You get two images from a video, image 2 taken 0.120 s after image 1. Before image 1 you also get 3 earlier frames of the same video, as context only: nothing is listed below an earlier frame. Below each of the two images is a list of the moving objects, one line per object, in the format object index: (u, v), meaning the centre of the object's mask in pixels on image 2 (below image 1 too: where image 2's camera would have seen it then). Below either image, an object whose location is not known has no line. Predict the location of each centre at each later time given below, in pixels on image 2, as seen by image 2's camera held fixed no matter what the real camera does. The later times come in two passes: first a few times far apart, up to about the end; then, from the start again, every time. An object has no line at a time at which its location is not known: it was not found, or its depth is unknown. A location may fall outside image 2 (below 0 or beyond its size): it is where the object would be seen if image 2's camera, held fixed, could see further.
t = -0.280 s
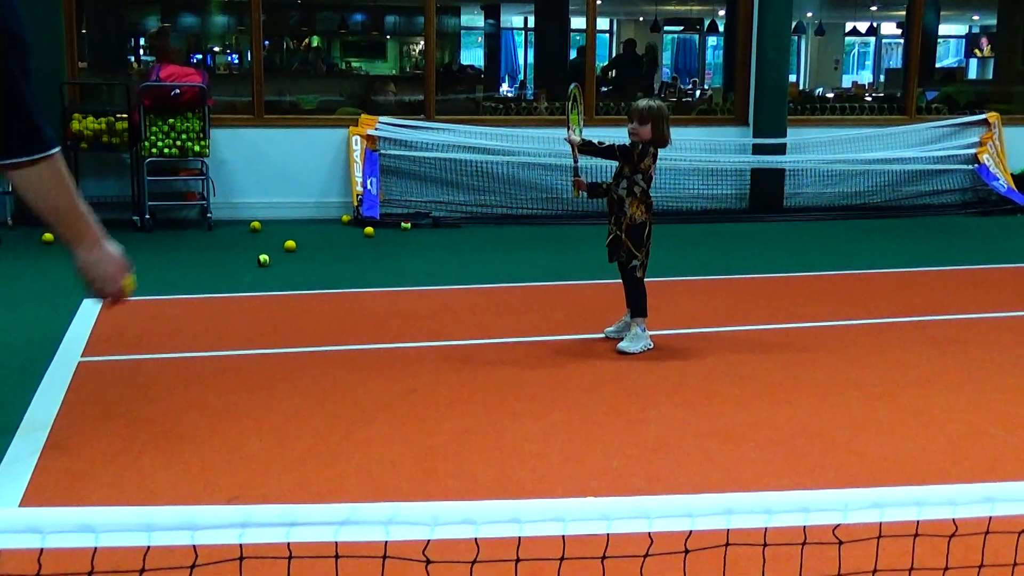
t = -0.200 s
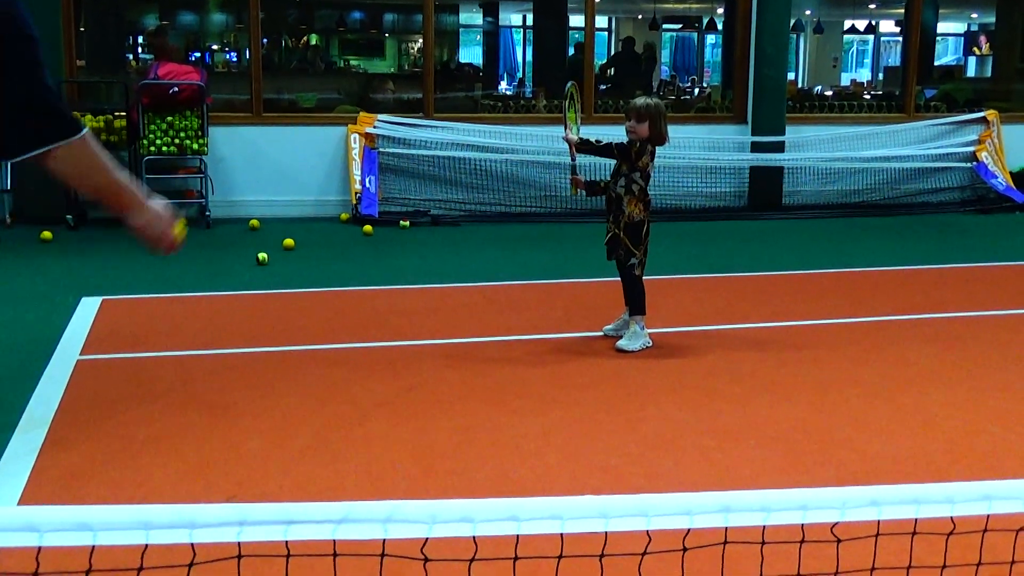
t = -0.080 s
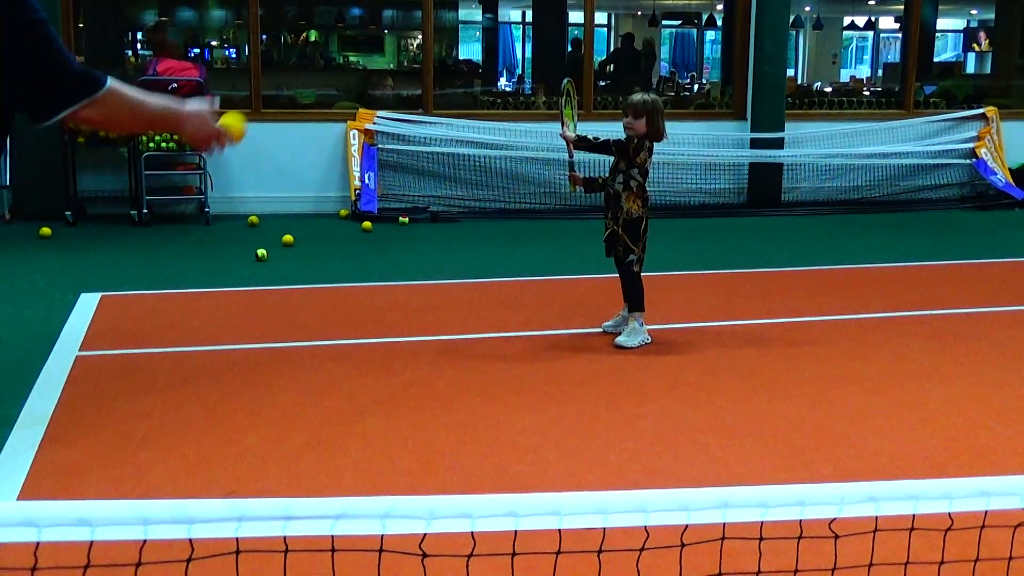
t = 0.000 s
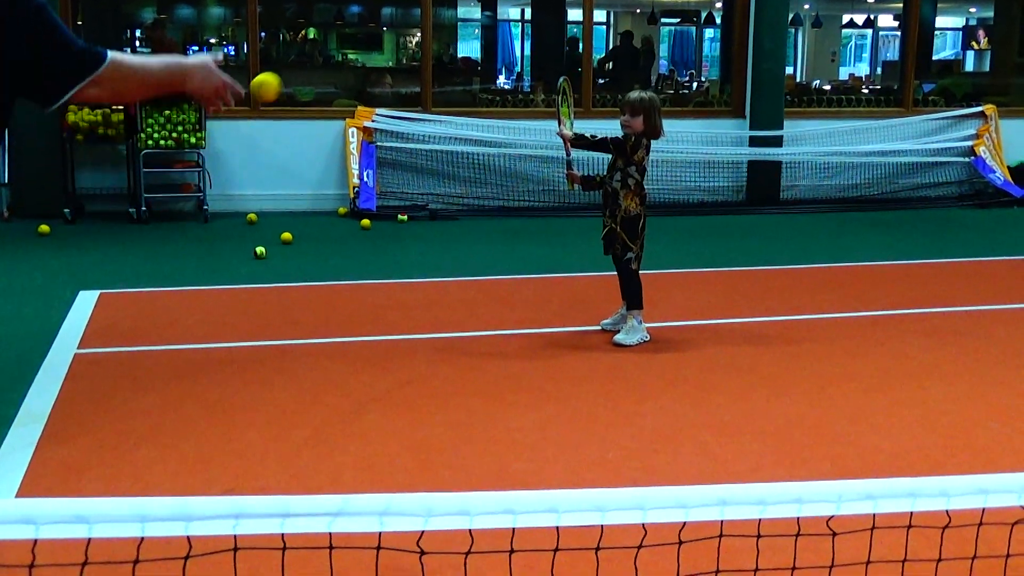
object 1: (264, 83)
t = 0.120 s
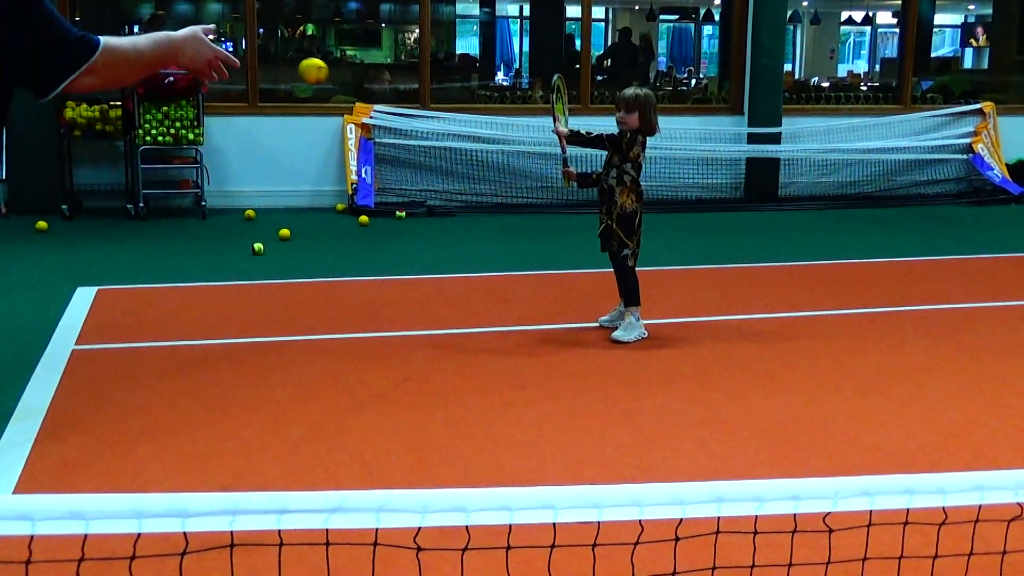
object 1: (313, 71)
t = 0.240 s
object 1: (356, 103)
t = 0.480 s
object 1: (425, 271)
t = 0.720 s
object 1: (457, 269)
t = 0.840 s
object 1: (465, 222)
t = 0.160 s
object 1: (329, 78)
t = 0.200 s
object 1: (343, 89)
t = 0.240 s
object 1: (356, 103)
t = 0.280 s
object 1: (370, 126)
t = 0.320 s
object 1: (382, 148)
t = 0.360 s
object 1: (393, 174)
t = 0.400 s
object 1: (405, 204)
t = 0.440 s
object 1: (415, 237)
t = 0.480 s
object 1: (425, 271)
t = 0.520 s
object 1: (434, 309)
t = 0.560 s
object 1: (443, 350)
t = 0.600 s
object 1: (448, 356)
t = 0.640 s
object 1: (451, 321)
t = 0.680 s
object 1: (454, 294)
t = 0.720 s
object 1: (457, 269)
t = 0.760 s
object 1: (460, 249)
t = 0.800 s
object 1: (462, 233)
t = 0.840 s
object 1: (465, 222)
